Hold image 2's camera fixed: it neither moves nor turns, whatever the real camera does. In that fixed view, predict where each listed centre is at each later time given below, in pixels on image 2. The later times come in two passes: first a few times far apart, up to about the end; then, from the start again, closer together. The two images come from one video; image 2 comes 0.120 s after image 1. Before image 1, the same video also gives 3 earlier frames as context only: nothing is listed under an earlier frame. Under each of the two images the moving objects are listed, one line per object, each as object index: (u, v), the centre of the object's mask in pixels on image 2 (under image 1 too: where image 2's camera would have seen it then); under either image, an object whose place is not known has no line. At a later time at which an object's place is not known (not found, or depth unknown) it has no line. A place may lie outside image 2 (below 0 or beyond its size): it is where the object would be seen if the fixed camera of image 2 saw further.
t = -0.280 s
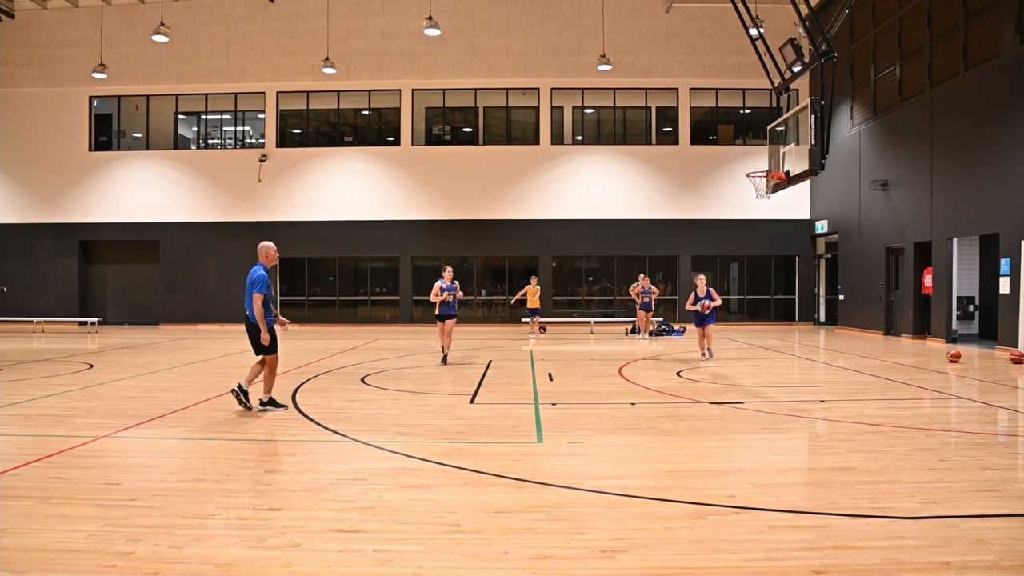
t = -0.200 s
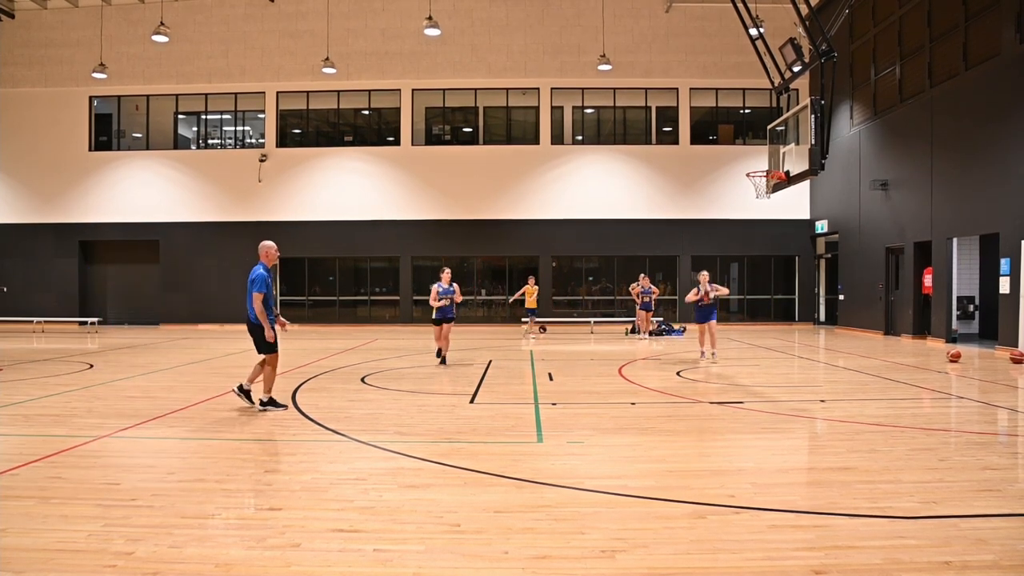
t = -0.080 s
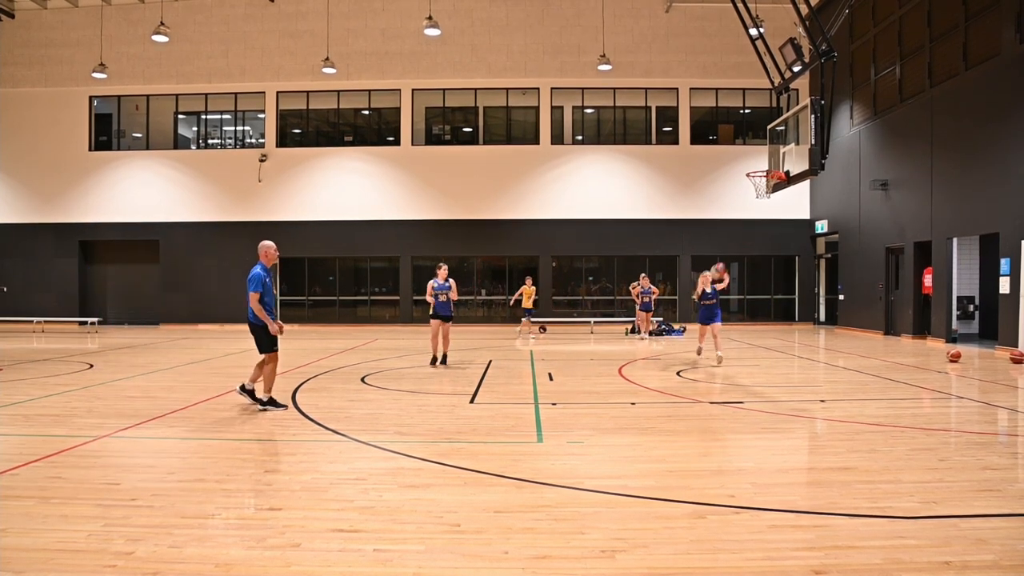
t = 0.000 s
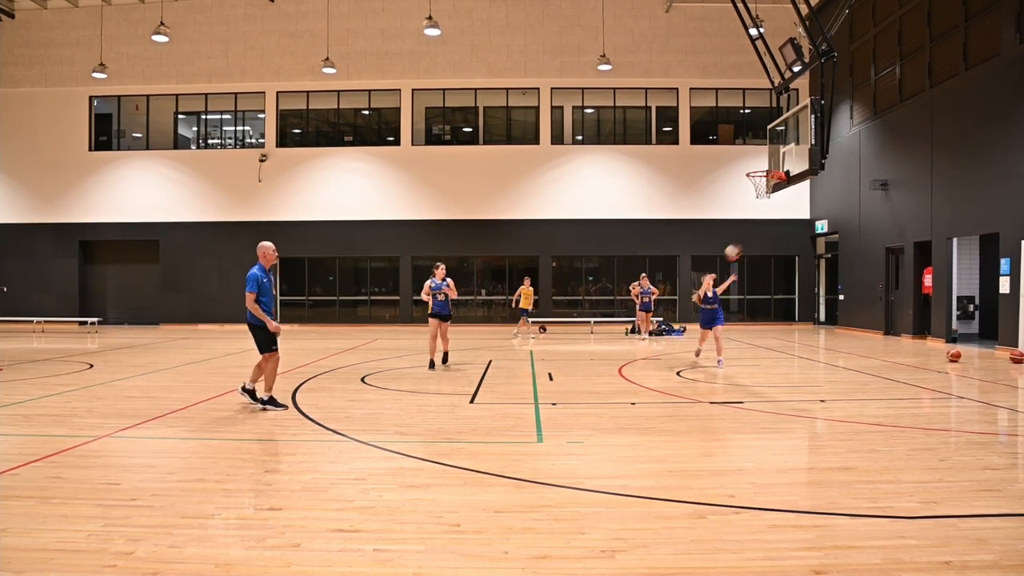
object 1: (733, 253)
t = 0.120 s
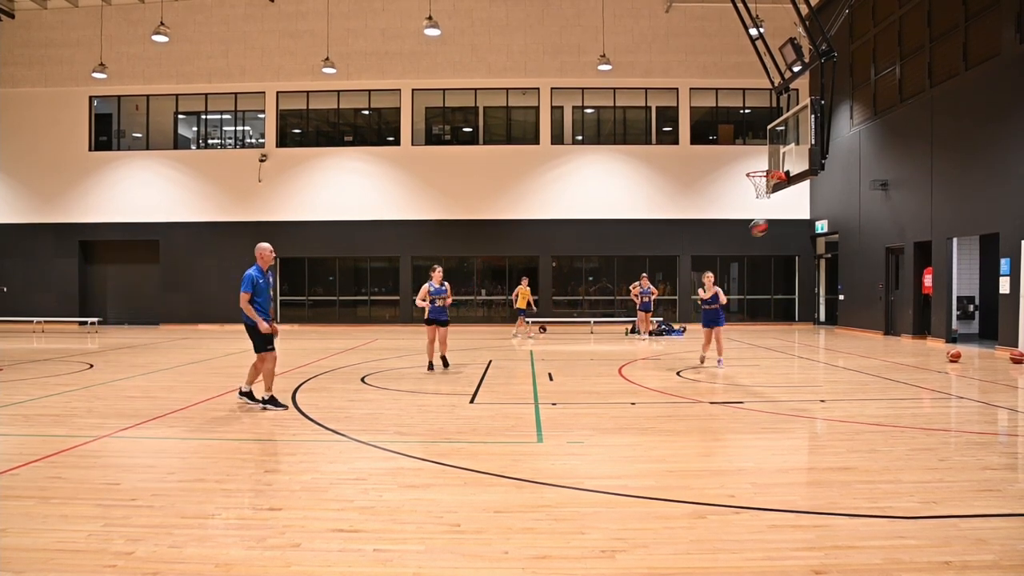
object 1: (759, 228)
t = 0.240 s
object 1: (790, 207)
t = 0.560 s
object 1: (916, 201)
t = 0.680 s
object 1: (991, 229)
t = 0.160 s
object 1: (769, 221)
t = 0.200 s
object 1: (779, 214)
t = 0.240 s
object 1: (790, 207)
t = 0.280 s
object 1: (803, 202)
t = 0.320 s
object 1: (817, 198)
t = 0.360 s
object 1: (829, 196)
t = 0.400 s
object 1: (843, 194)
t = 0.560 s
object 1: (916, 201)
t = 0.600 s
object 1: (938, 208)
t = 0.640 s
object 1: (964, 217)
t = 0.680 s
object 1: (991, 229)
